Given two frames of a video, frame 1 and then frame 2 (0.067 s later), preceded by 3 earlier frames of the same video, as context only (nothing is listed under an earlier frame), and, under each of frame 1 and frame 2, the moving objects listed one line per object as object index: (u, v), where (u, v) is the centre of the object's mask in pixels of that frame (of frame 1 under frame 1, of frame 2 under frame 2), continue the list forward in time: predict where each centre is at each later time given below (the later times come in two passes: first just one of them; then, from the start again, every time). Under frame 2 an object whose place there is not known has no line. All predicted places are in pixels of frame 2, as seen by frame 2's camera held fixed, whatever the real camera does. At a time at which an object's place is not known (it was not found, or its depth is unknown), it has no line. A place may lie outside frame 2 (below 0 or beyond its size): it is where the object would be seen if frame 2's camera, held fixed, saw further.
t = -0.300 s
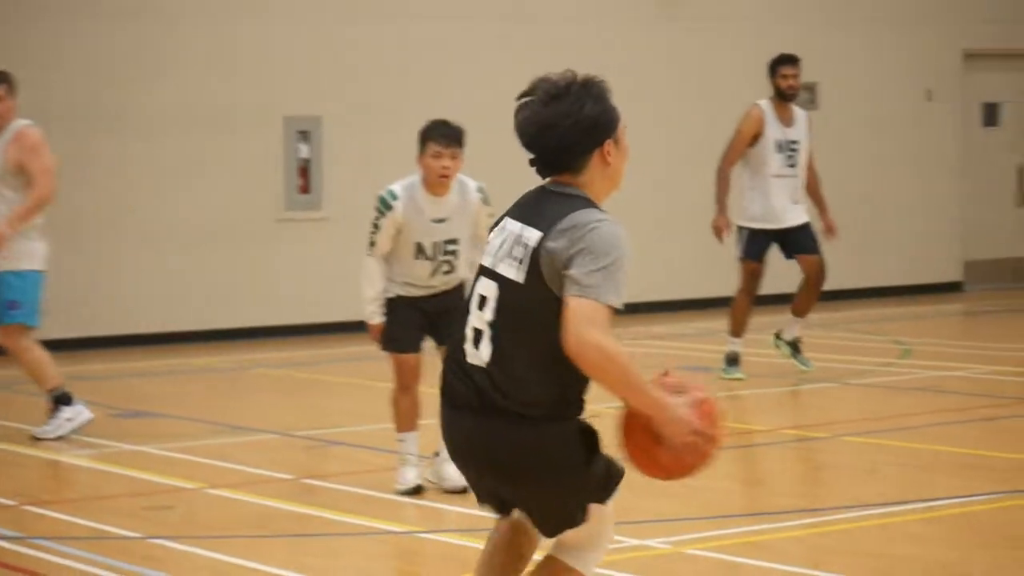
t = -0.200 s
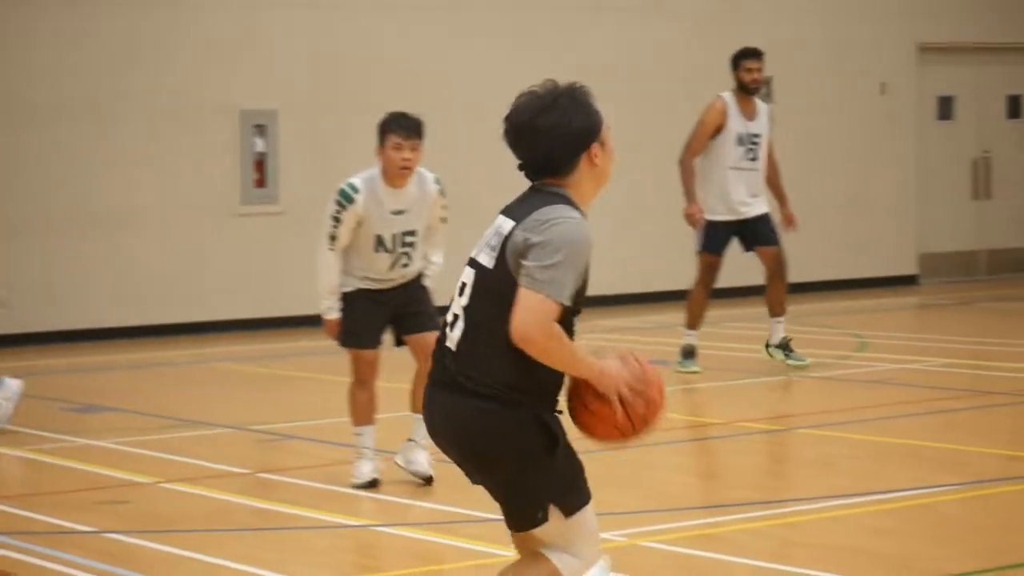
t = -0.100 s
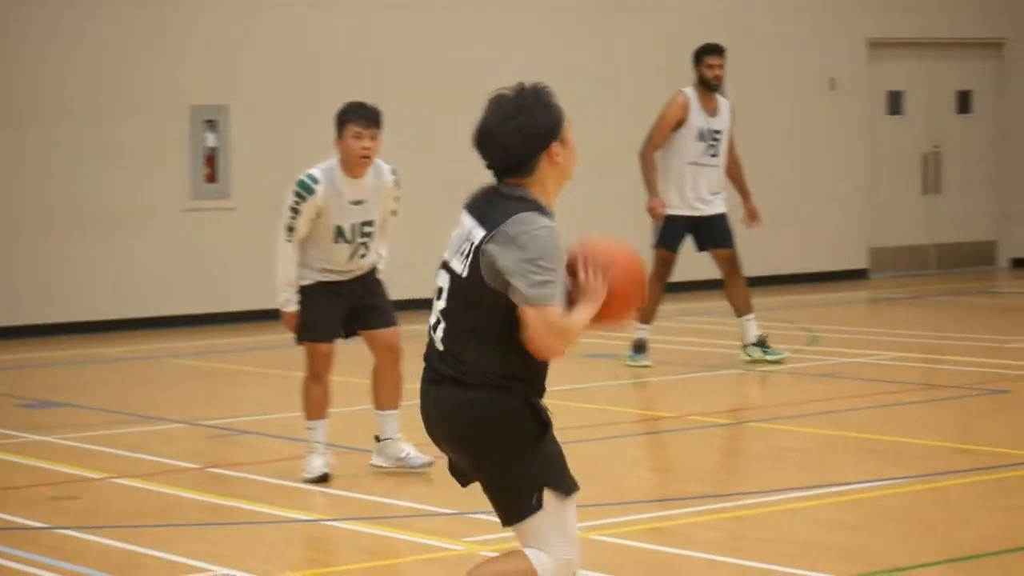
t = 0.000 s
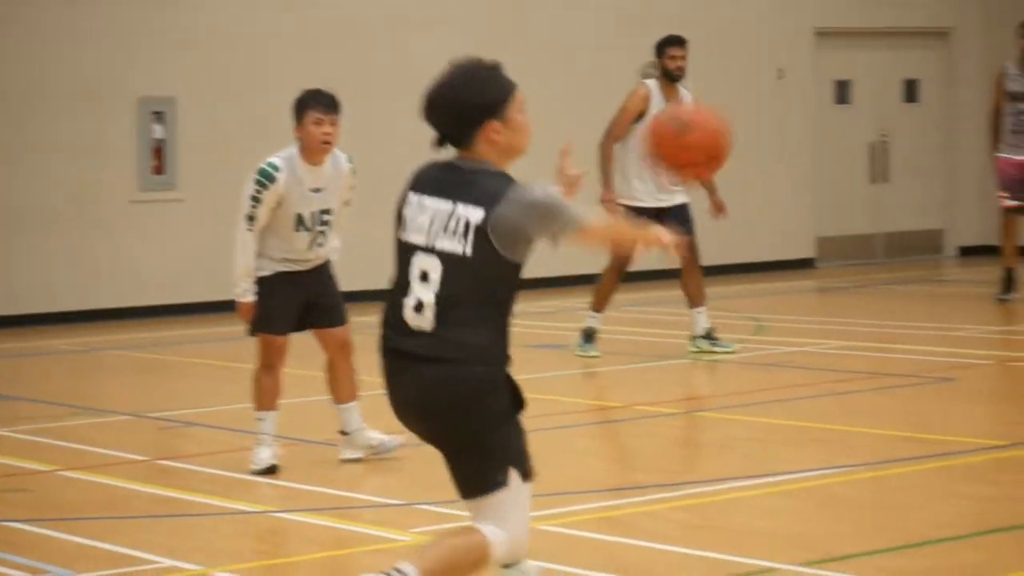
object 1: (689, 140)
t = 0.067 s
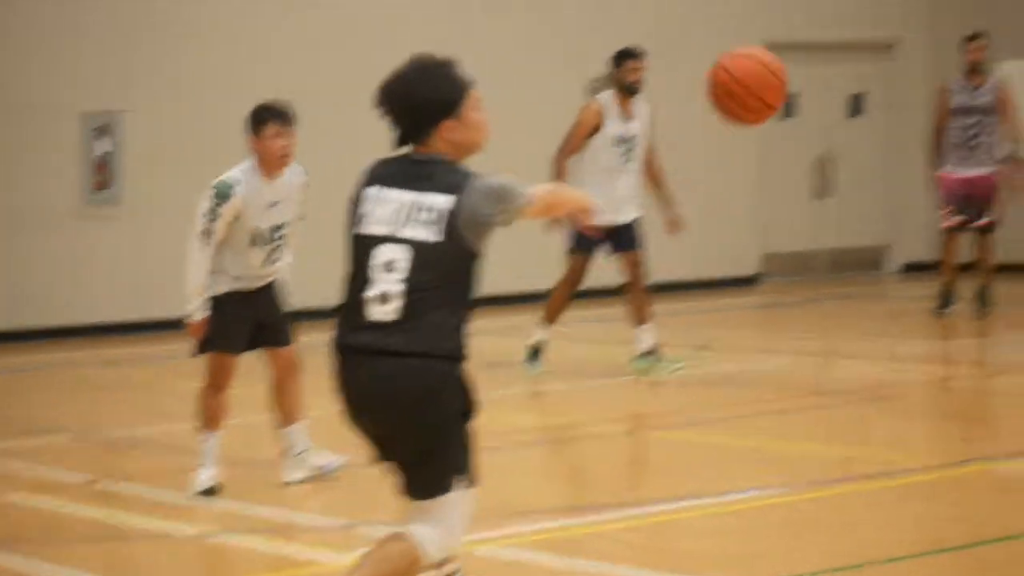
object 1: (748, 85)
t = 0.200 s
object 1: (937, -2)
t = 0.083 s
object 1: (774, 69)
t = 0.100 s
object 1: (800, 55)
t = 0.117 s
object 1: (826, 43)
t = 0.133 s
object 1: (850, 32)
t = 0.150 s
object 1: (873, 22)
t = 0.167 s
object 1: (895, 13)
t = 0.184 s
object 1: (917, 4)
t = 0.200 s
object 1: (937, -2)
